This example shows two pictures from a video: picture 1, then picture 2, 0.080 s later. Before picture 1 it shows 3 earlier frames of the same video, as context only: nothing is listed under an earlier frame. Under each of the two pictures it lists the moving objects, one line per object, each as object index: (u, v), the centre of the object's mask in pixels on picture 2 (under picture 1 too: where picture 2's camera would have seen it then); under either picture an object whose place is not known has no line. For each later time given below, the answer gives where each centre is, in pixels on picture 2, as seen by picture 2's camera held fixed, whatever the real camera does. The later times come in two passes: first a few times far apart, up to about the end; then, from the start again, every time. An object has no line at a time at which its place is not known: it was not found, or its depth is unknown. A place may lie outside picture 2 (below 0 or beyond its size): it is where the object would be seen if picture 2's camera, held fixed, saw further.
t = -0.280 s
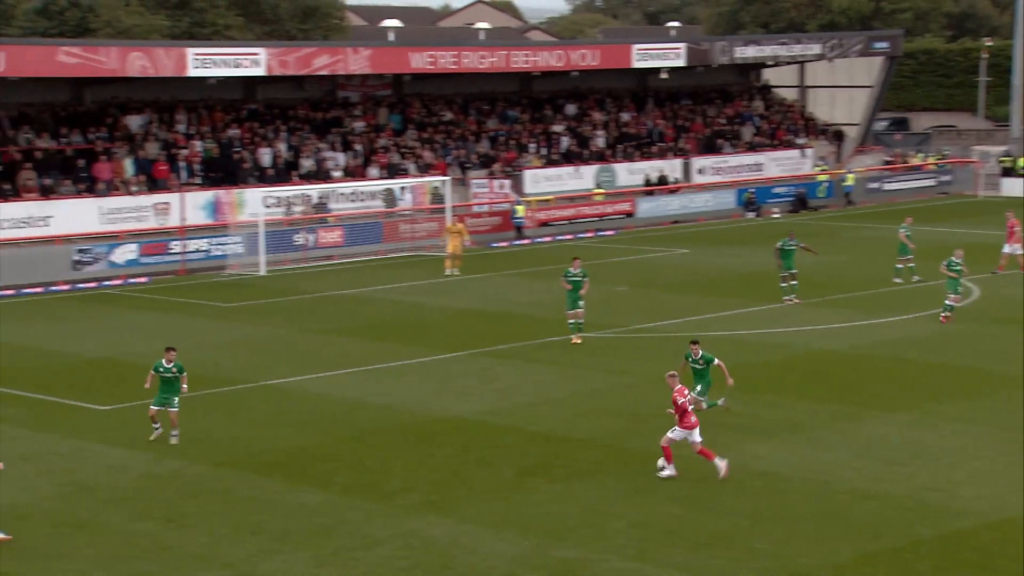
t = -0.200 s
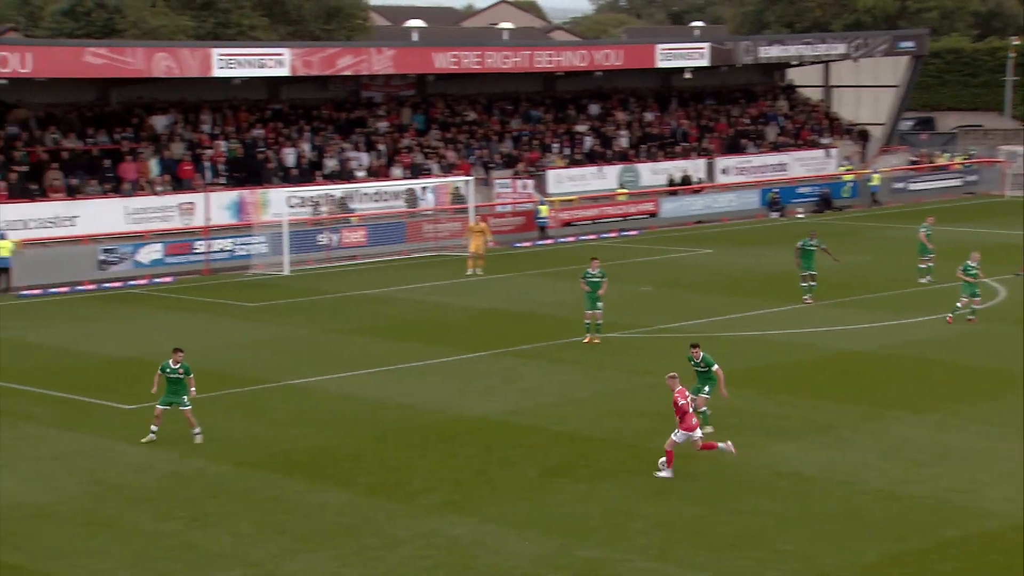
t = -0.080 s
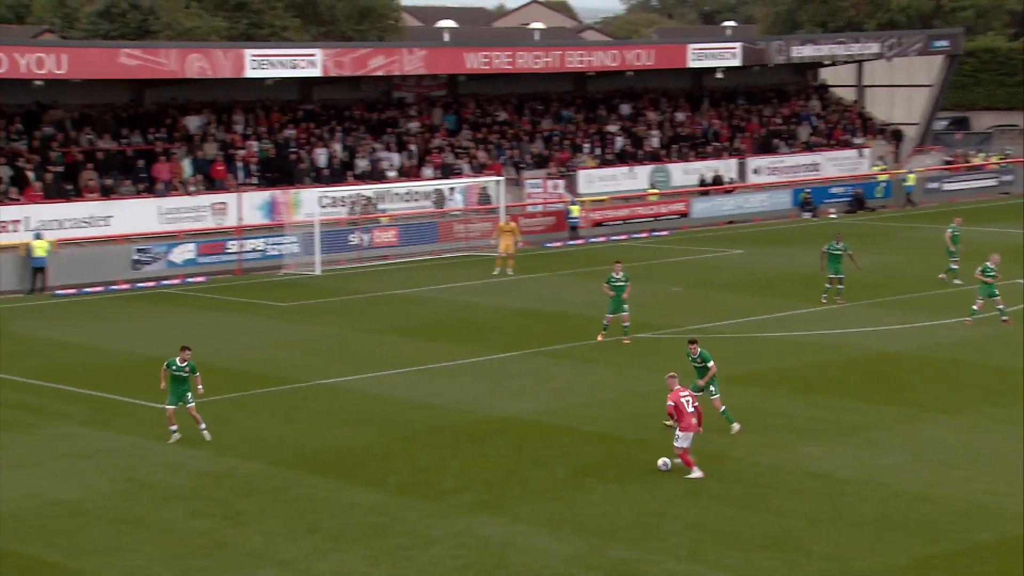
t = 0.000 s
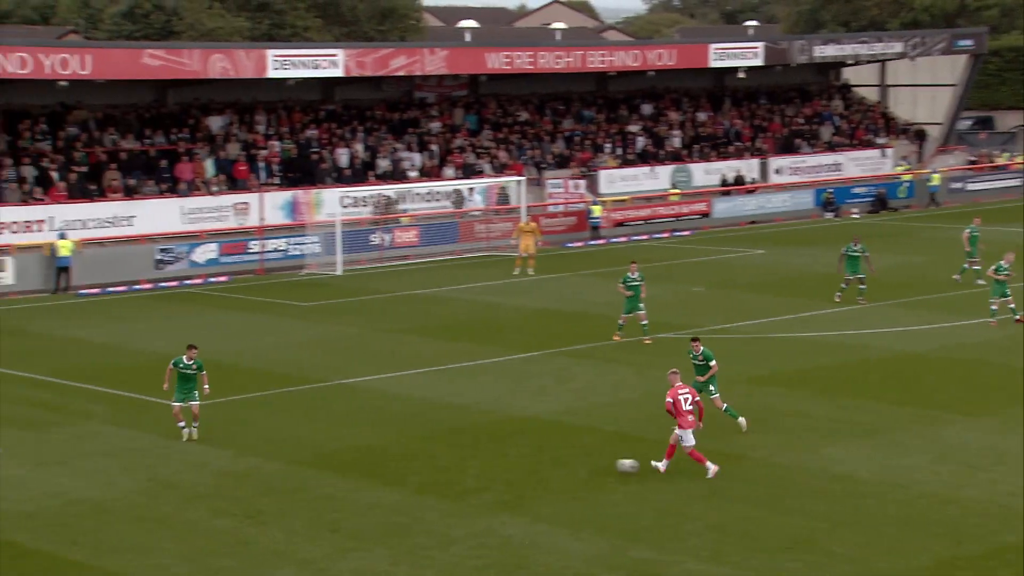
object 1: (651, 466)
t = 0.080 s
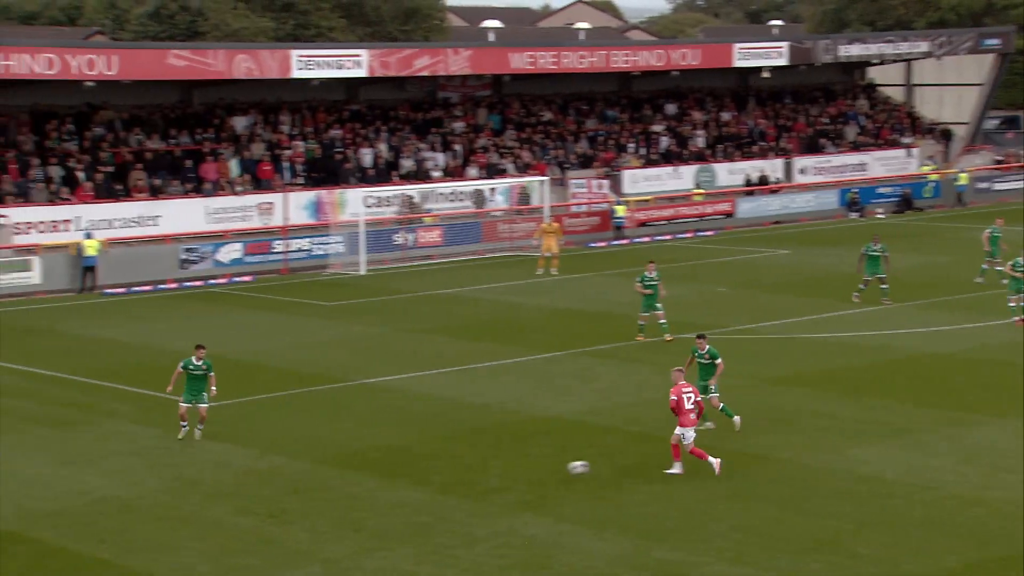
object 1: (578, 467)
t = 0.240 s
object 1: (434, 486)
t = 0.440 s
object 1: (263, 500)
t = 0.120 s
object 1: (542, 470)
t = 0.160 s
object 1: (505, 474)
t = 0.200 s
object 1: (469, 481)
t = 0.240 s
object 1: (434, 486)
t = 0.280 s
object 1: (400, 487)
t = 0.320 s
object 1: (365, 488)
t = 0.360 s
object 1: (331, 491)
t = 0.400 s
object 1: (297, 494)
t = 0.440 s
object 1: (263, 500)
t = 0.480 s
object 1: (228, 506)
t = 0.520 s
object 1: (195, 509)
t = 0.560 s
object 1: (163, 510)
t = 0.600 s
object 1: (130, 513)
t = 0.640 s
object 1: (97, 517)
